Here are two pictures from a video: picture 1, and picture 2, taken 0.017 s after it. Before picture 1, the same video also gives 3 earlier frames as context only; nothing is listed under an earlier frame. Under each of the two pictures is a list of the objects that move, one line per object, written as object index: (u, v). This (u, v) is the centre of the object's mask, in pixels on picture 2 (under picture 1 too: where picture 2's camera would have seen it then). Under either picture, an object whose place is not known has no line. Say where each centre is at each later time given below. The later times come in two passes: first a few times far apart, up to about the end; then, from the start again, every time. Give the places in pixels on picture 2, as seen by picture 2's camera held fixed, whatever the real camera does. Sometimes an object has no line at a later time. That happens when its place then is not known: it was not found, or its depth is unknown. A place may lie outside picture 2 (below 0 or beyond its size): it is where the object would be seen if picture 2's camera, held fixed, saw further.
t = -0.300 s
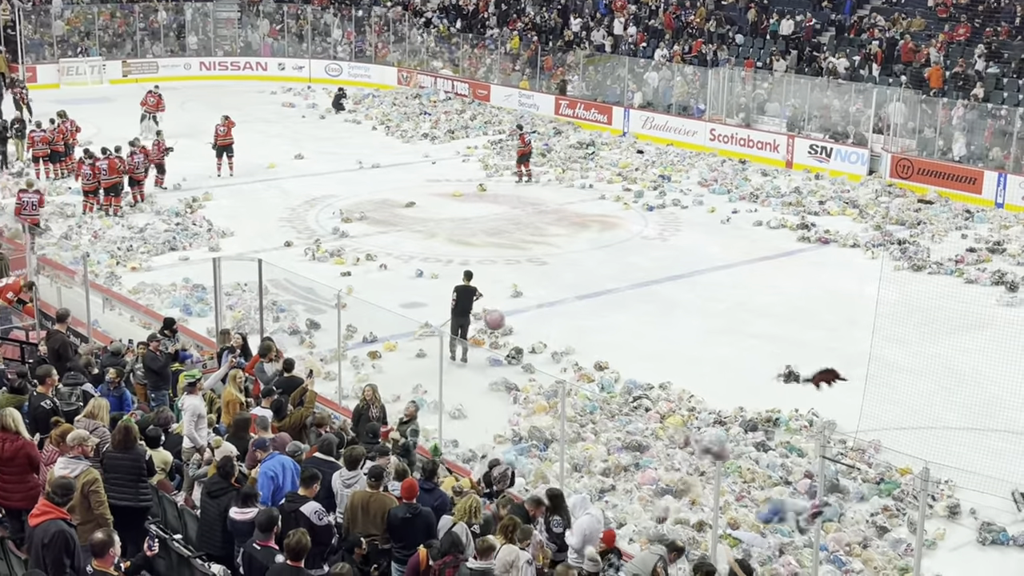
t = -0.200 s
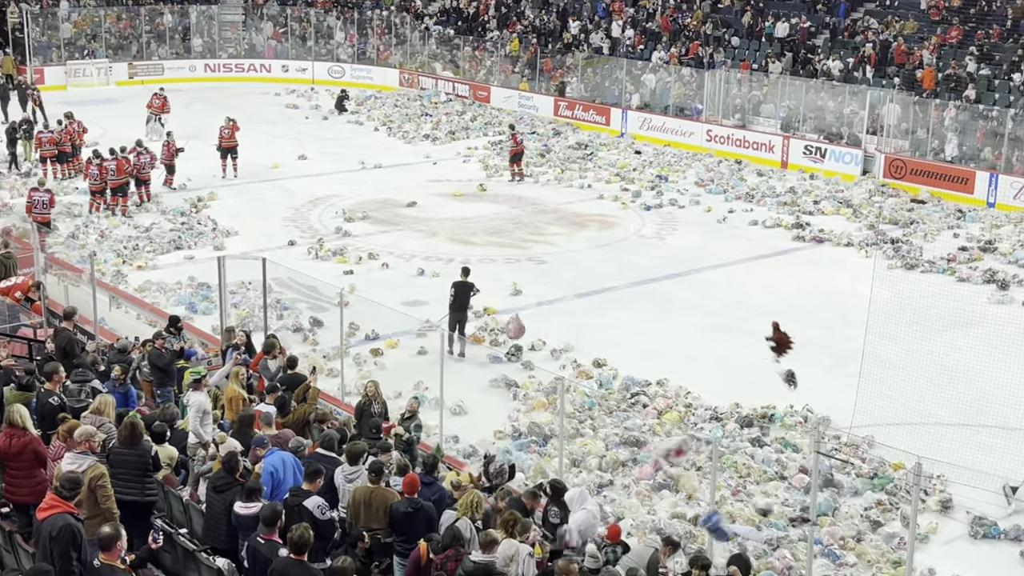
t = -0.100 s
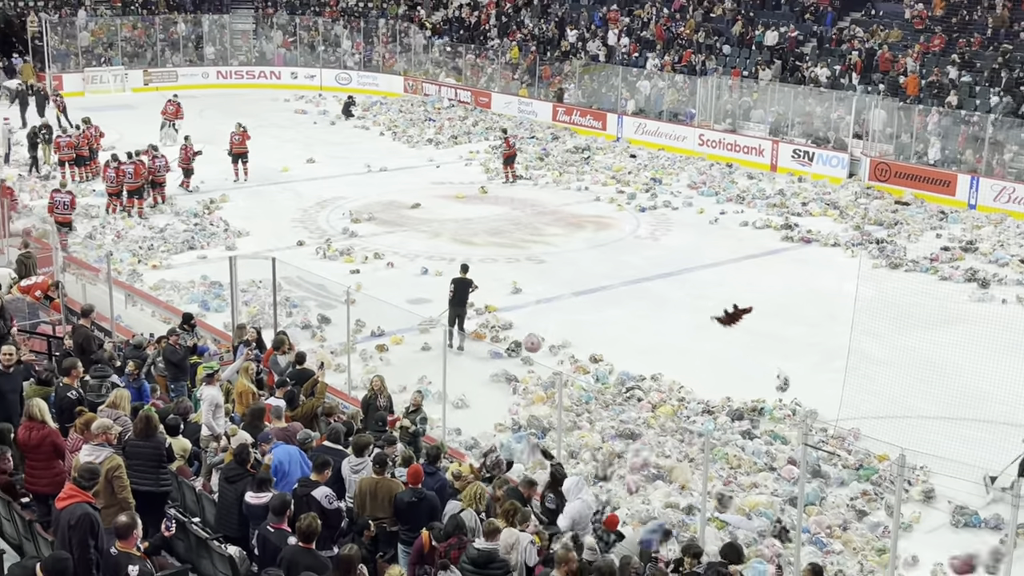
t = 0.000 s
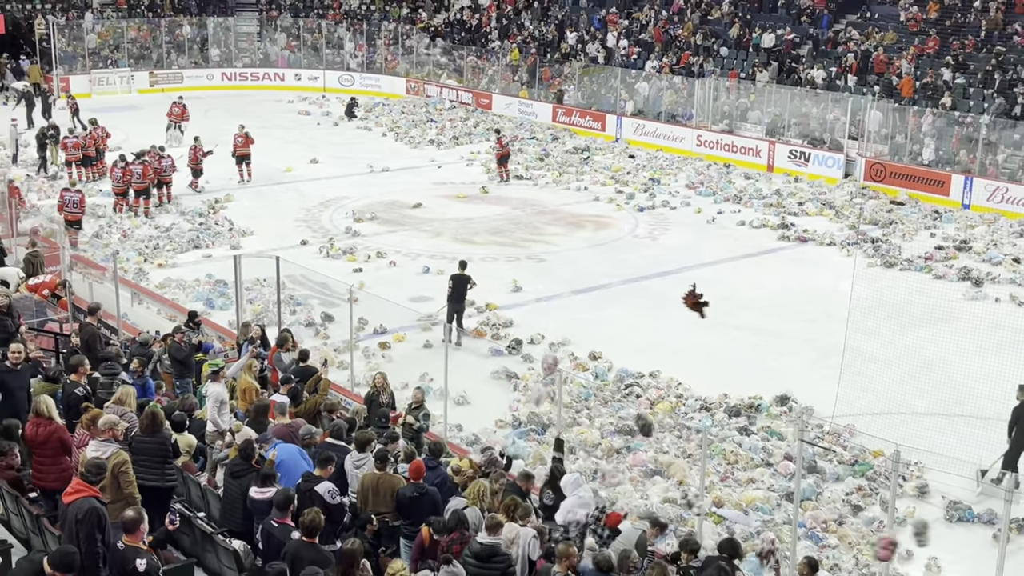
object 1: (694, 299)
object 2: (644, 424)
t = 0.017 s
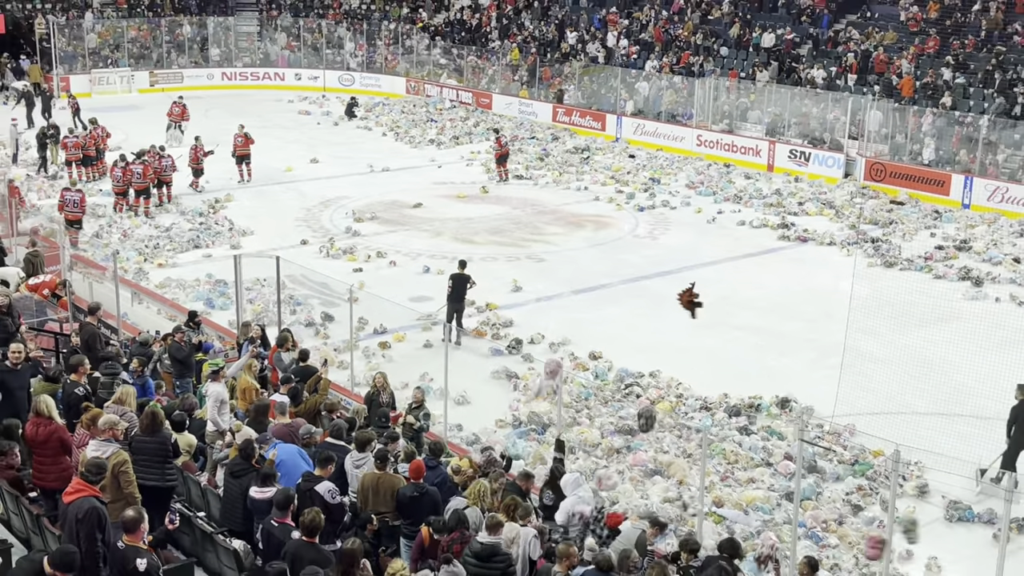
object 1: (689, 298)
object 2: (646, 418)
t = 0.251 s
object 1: (613, 315)
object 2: (628, 406)
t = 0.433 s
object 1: (556, 355)
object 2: (609, 424)
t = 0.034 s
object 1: (684, 297)
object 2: (645, 417)
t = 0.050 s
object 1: (680, 296)
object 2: (644, 414)
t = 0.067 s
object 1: (674, 296)
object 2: (642, 413)
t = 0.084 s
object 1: (670, 297)
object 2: (641, 412)
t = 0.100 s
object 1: (663, 299)
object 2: (640, 411)
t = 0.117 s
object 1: (658, 300)
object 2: (639, 409)
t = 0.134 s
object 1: (652, 301)
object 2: (638, 408)
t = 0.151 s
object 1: (647, 302)
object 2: (636, 407)
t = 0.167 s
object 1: (641, 304)
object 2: (635, 406)
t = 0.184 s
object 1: (635, 306)
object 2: (633, 406)
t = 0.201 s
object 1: (629, 308)
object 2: (632, 405)
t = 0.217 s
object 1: (624, 310)
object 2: (631, 406)
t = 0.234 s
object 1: (619, 312)
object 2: (630, 406)
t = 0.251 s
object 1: (613, 315)
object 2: (628, 406)
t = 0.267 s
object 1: (608, 317)
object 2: (627, 407)
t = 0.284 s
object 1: (603, 320)
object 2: (625, 407)
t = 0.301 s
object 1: (598, 323)
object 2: (624, 408)
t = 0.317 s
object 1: (592, 328)
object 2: (623, 410)
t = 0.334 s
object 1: (587, 331)
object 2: (621, 411)
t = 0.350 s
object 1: (581, 335)
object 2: (619, 413)
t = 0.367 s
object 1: (577, 338)
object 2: (616, 415)
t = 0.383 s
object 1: (571, 343)
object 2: (615, 417)
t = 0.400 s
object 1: (565, 347)
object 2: (612, 421)
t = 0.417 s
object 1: (561, 351)
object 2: (611, 422)
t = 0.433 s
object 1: (556, 355)
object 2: (609, 424)
